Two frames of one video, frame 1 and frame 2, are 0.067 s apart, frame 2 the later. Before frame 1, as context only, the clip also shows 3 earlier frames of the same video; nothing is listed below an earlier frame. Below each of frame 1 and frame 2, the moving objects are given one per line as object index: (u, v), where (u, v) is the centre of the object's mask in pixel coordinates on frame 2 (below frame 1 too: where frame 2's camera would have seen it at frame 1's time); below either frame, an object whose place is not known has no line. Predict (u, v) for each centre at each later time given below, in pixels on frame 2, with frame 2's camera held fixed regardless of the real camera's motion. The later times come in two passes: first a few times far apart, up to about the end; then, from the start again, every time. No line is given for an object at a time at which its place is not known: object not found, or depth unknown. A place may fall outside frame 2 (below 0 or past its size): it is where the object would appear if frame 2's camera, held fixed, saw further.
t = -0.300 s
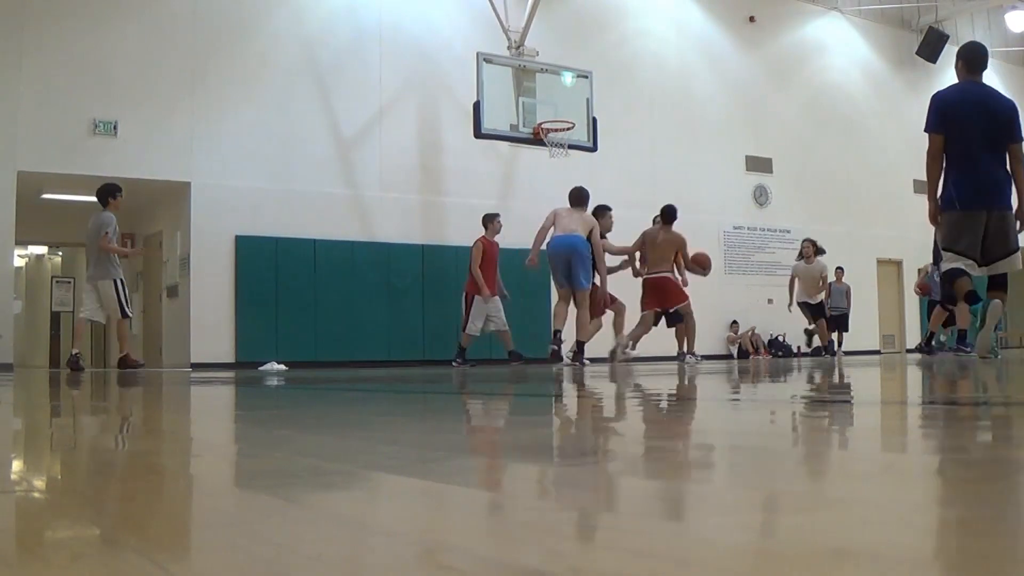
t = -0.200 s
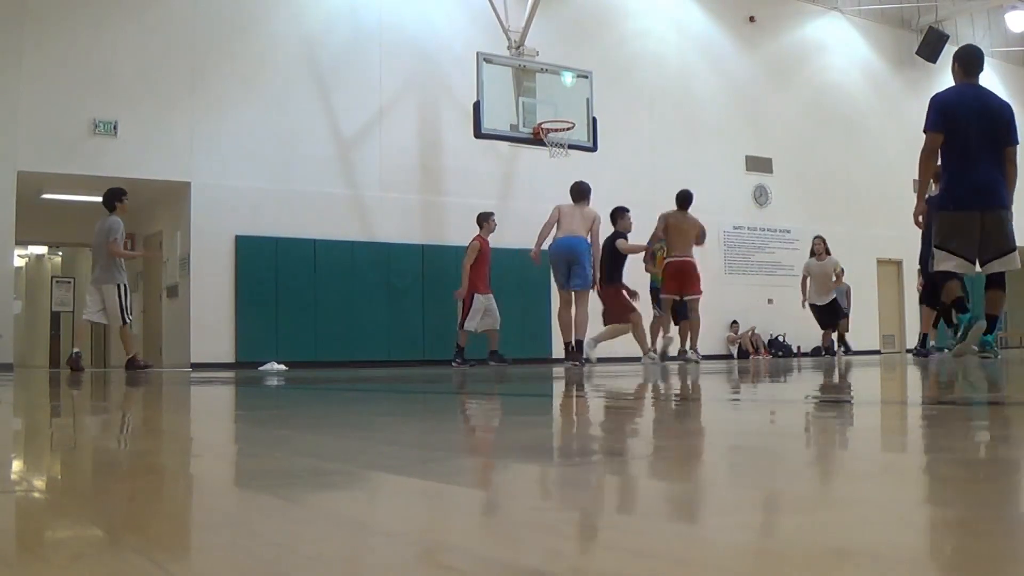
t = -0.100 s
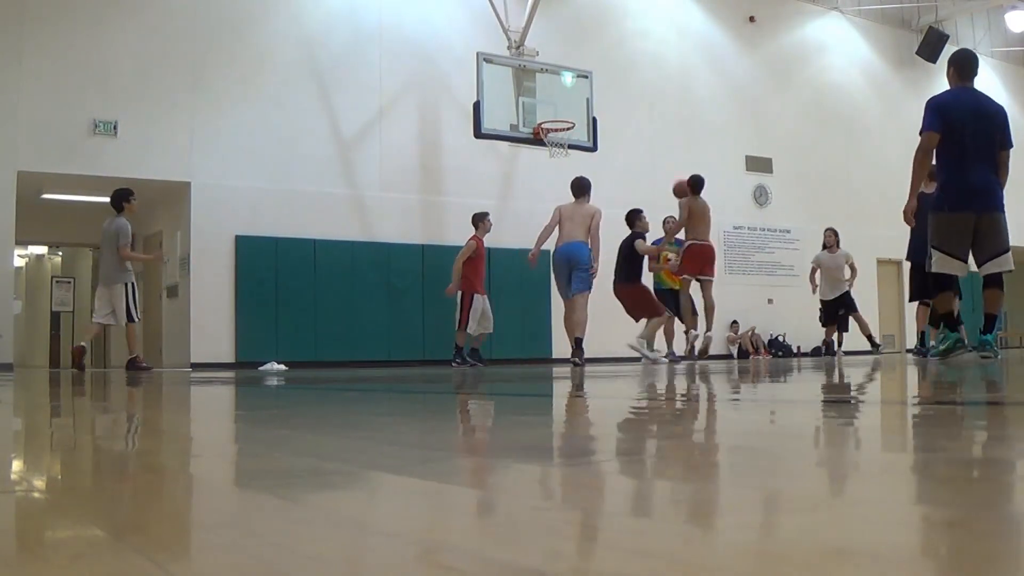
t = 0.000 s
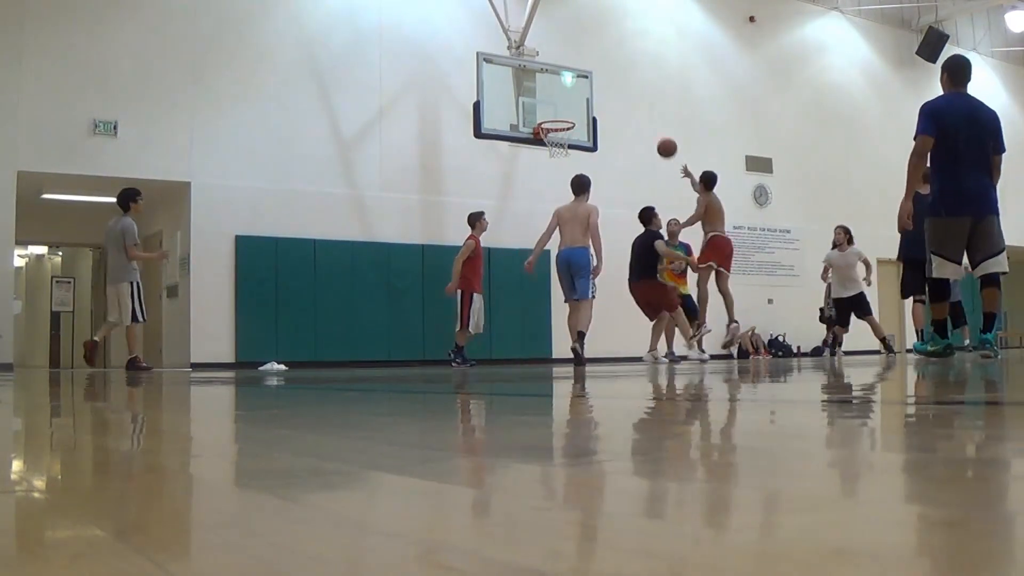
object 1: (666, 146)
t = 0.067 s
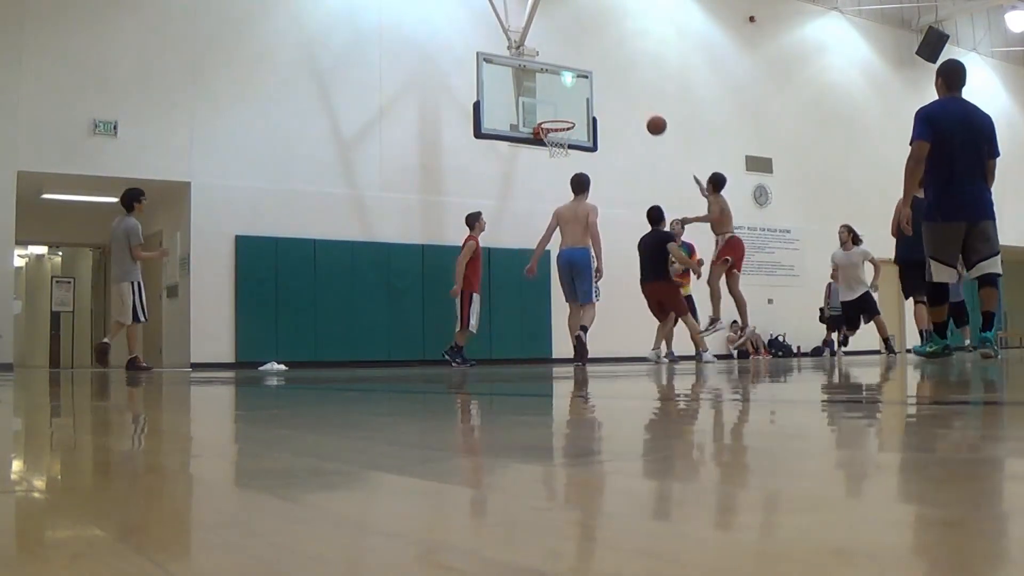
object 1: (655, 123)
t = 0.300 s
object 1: (621, 74)
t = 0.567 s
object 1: (588, 73)
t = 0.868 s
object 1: (558, 109)
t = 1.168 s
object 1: (556, 114)
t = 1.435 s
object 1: (552, 126)
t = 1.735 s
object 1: (550, 157)
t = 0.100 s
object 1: (650, 113)
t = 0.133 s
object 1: (645, 104)
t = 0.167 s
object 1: (640, 97)
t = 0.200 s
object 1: (635, 90)
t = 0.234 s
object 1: (630, 84)
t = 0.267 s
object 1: (625, 78)
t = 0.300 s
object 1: (621, 74)
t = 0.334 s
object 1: (616, 71)
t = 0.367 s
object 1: (612, 69)
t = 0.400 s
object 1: (608, 67)
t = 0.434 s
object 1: (604, 67)
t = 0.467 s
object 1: (600, 67)
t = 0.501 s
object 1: (596, 68)
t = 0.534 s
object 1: (591, 70)
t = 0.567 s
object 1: (588, 73)
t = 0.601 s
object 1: (584, 77)
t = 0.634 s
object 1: (580, 82)
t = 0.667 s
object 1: (575, 87)
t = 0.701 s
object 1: (572, 93)
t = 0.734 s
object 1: (568, 99)
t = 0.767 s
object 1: (564, 107)
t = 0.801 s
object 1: (561, 111)
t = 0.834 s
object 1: (560, 109)
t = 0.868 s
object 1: (558, 109)
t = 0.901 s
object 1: (556, 109)
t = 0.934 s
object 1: (555, 110)
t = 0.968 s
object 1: (553, 111)
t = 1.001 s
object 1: (552, 114)
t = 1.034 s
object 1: (550, 116)
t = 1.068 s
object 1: (550, 118)
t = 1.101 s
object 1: (552, 116)
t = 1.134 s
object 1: (554, 114)
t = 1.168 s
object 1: (556, 114)
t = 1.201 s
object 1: (559, 115)
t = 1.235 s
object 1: (561, 114)
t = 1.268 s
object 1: (563, 115)
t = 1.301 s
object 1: (561, 115)
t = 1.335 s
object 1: (559, 116)
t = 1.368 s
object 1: (557, 119)
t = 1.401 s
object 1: (554, 123)
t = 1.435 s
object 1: (552, 126)
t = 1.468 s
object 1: (551, 129)
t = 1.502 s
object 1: (548, 132)
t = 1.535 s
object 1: (546, 135)
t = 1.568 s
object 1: (547, 140)
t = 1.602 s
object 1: (547, 144)
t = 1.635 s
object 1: (547, 145)
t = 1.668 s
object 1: (547, 147)
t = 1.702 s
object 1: (549, 154)
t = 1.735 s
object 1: (550, 157)
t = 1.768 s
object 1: (551, 162)
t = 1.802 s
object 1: (552, 168)
